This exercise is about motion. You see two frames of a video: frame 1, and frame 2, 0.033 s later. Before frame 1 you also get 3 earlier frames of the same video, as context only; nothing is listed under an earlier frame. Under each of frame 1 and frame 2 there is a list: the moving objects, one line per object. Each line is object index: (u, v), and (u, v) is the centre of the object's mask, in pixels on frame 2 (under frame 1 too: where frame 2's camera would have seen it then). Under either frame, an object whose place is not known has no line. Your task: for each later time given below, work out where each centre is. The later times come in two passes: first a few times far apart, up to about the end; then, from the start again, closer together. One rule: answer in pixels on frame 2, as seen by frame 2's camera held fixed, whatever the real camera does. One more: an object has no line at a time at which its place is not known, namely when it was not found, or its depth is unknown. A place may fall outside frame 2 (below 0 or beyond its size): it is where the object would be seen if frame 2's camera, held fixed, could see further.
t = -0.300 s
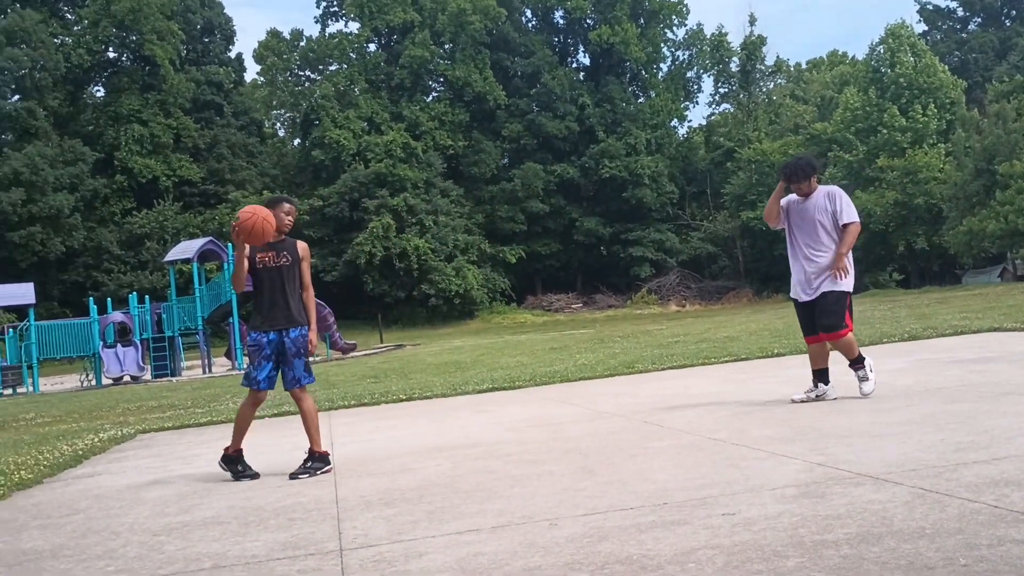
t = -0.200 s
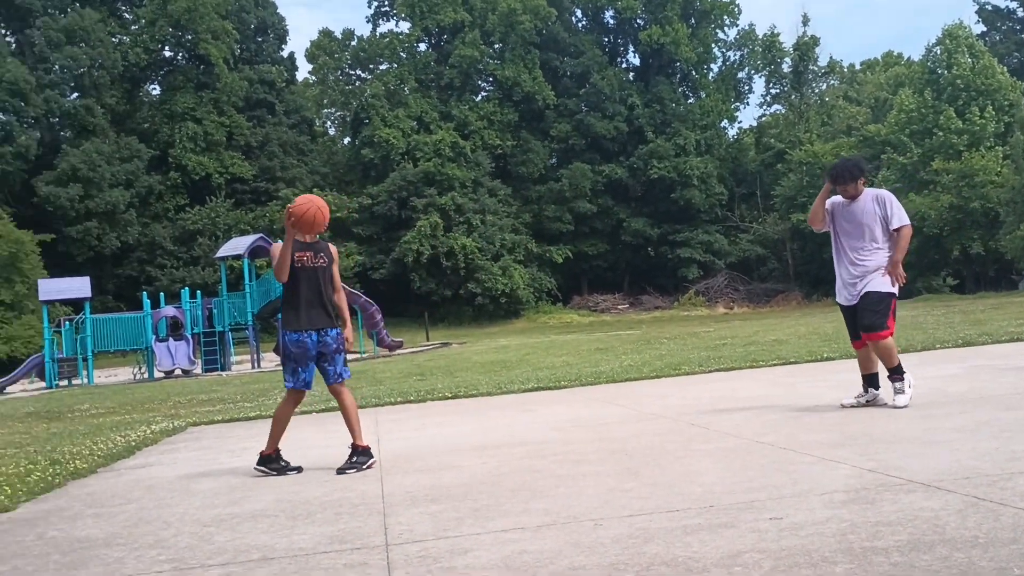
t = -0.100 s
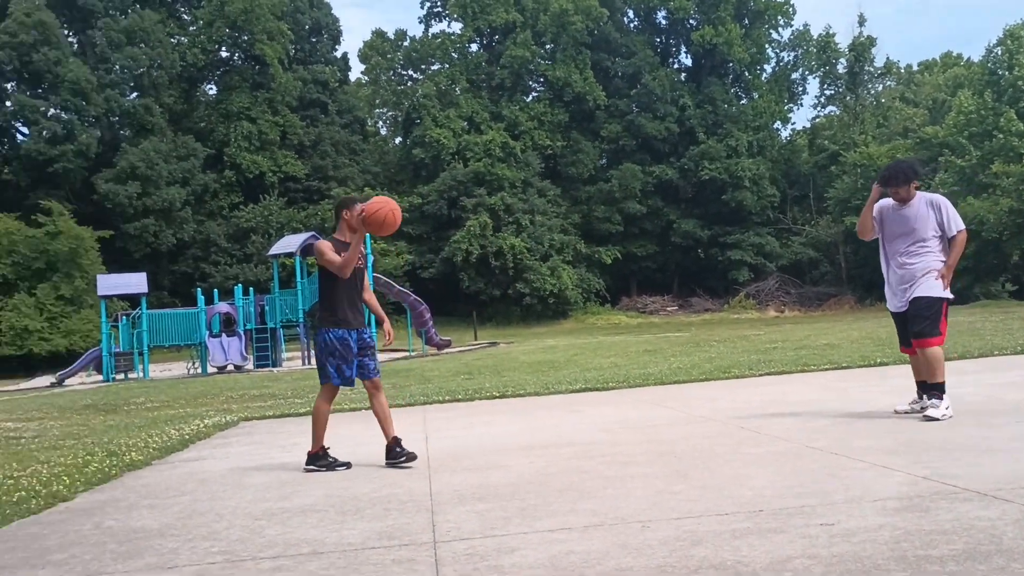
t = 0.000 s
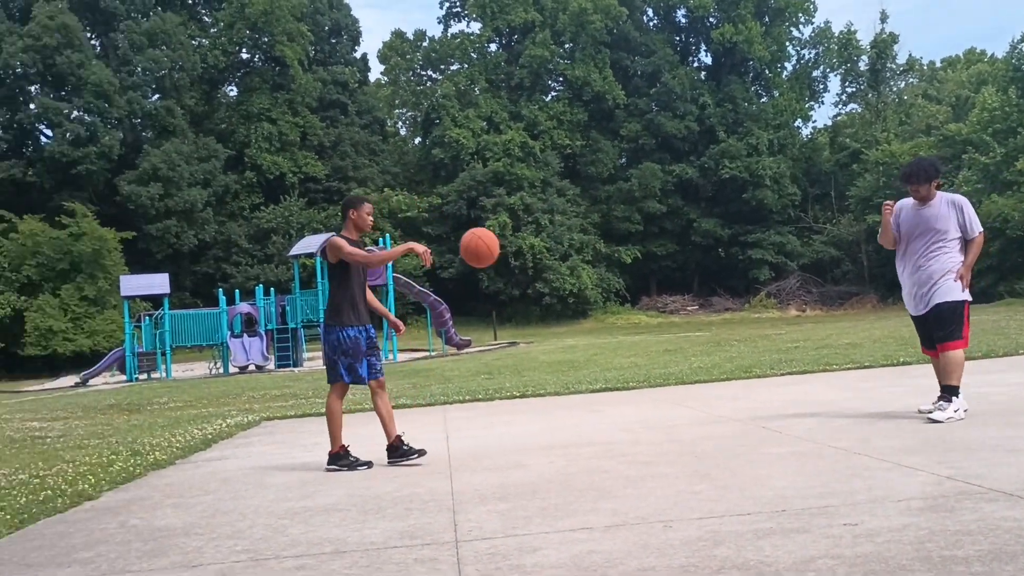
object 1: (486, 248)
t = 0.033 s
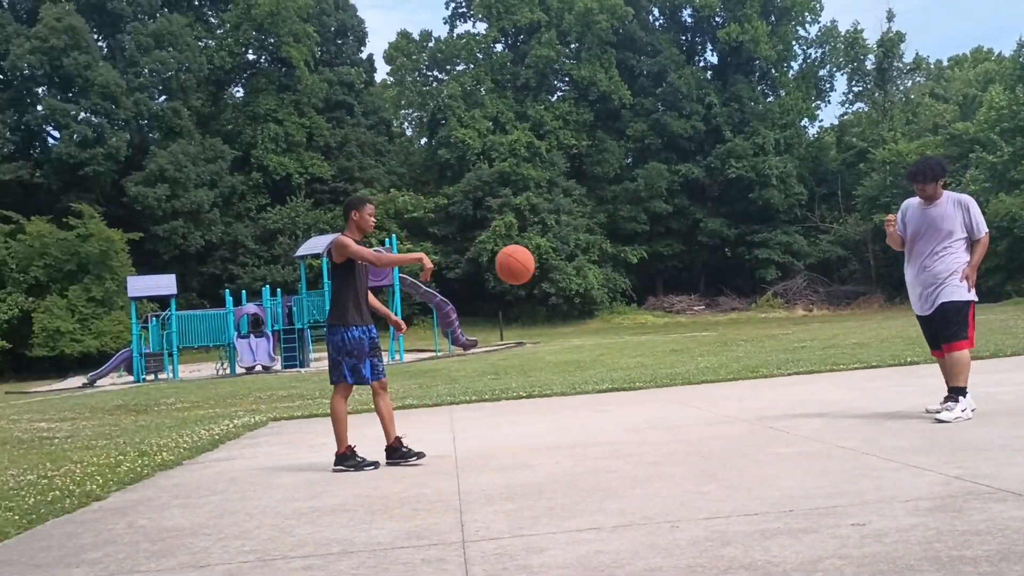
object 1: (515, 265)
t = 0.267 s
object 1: (711, 424)
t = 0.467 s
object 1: (766, 288)
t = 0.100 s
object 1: (572, 303)
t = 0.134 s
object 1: (601, 325)
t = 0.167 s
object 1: (629, 348)
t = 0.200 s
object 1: (657, 372)
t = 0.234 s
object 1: (685, 399)
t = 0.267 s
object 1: (711, 424)
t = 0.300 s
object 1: (721, 398)
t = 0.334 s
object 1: (731, 373)
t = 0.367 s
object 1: (739, 350)
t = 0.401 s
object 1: (748, 327)
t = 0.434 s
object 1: (757, 306)
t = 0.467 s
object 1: (766, 288)
